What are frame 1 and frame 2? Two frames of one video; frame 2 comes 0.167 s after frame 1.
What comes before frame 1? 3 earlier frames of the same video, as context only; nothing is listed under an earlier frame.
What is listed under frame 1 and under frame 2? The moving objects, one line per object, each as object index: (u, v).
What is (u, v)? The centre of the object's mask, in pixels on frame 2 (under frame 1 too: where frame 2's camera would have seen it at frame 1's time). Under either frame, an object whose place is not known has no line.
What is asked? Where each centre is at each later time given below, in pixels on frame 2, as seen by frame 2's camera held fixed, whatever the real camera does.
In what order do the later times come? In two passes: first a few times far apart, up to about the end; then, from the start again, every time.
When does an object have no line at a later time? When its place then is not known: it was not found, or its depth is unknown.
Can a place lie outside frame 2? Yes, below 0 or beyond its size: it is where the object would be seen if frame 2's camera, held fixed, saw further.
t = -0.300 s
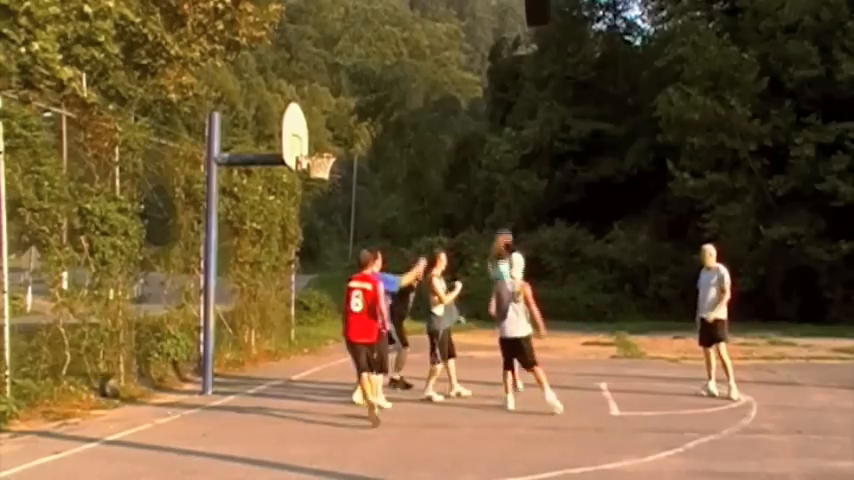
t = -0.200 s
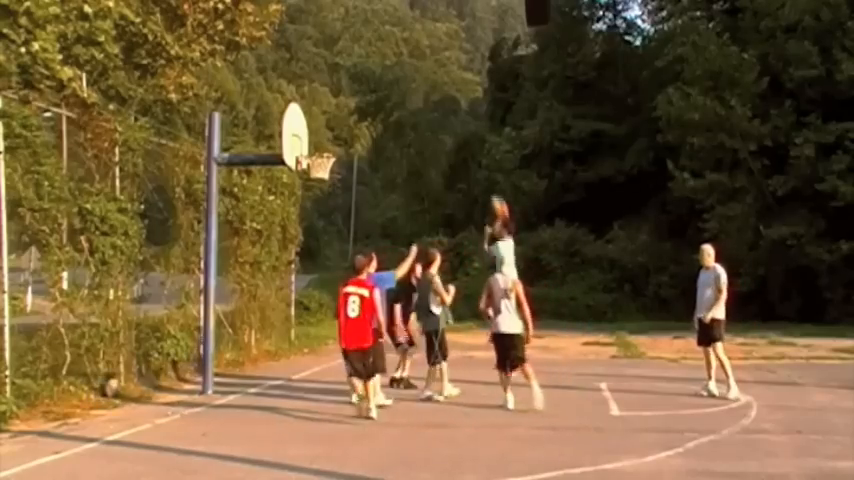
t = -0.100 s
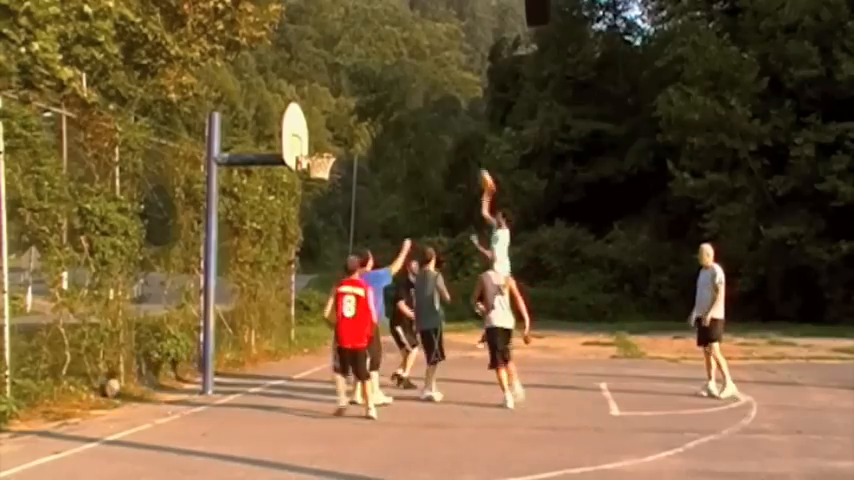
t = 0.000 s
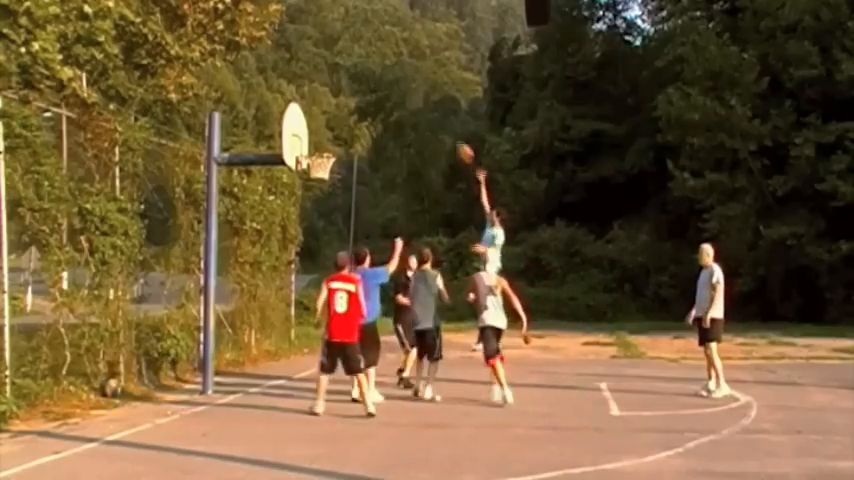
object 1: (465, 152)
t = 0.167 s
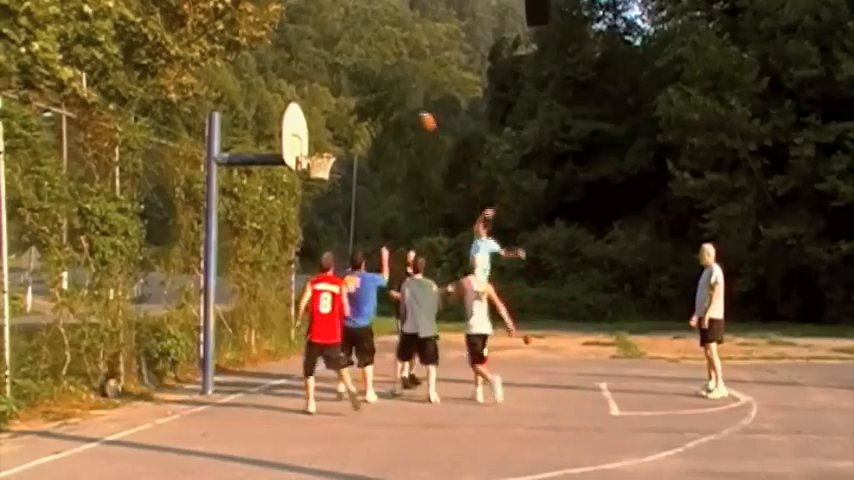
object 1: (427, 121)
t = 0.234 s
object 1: (414, 116)
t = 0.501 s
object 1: (356, 120)
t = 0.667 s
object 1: (318, 152)
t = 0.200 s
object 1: (421, 118)
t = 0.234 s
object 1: (414, 116)
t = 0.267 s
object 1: (406, 114)
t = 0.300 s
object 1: (398, 112)
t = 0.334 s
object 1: (390, 111)
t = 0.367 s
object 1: (383, 111)
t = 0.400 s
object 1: (375, 112)
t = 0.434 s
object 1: (369, 114)
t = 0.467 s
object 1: (363, 117)
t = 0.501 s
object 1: (356, 120)
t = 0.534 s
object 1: (349, 126)
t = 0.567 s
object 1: (340, 132)
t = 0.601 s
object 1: (333, 137)
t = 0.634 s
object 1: (326, 145)
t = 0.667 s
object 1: (318, 152)
